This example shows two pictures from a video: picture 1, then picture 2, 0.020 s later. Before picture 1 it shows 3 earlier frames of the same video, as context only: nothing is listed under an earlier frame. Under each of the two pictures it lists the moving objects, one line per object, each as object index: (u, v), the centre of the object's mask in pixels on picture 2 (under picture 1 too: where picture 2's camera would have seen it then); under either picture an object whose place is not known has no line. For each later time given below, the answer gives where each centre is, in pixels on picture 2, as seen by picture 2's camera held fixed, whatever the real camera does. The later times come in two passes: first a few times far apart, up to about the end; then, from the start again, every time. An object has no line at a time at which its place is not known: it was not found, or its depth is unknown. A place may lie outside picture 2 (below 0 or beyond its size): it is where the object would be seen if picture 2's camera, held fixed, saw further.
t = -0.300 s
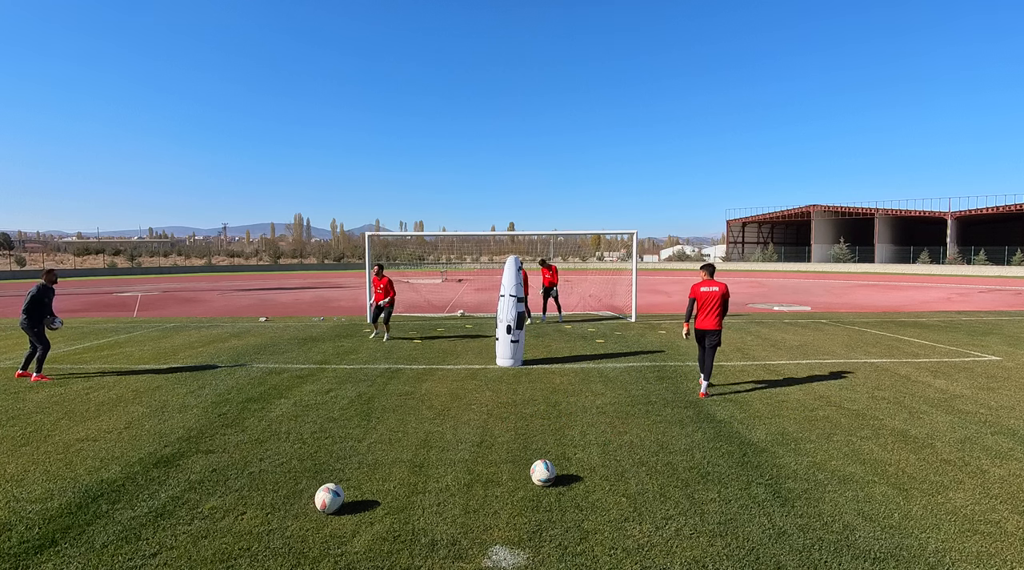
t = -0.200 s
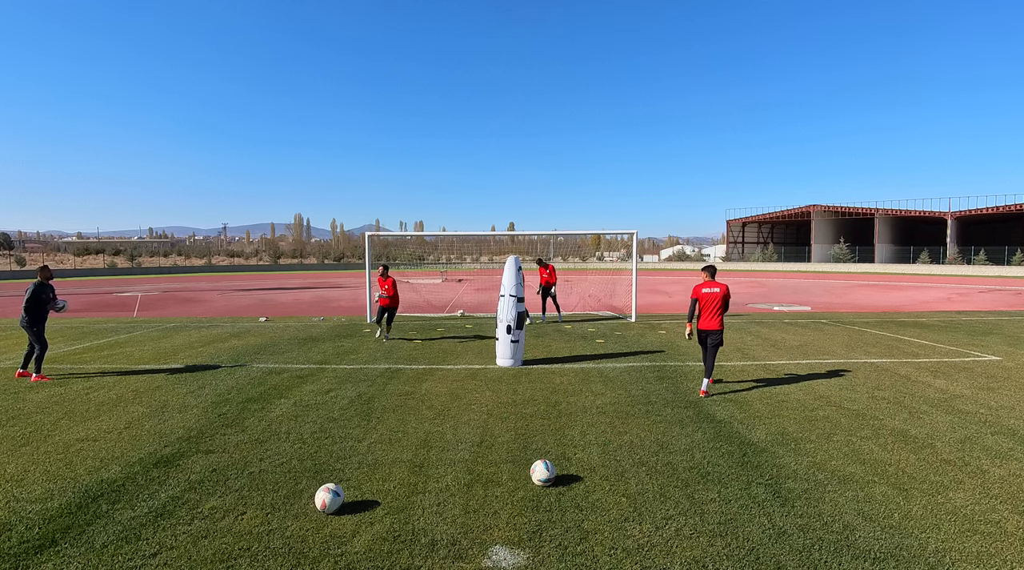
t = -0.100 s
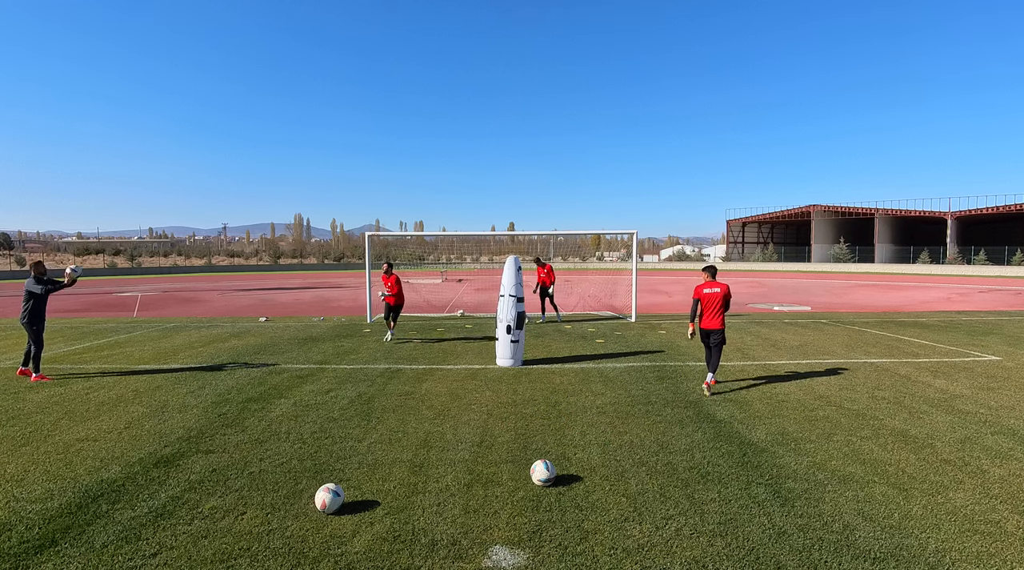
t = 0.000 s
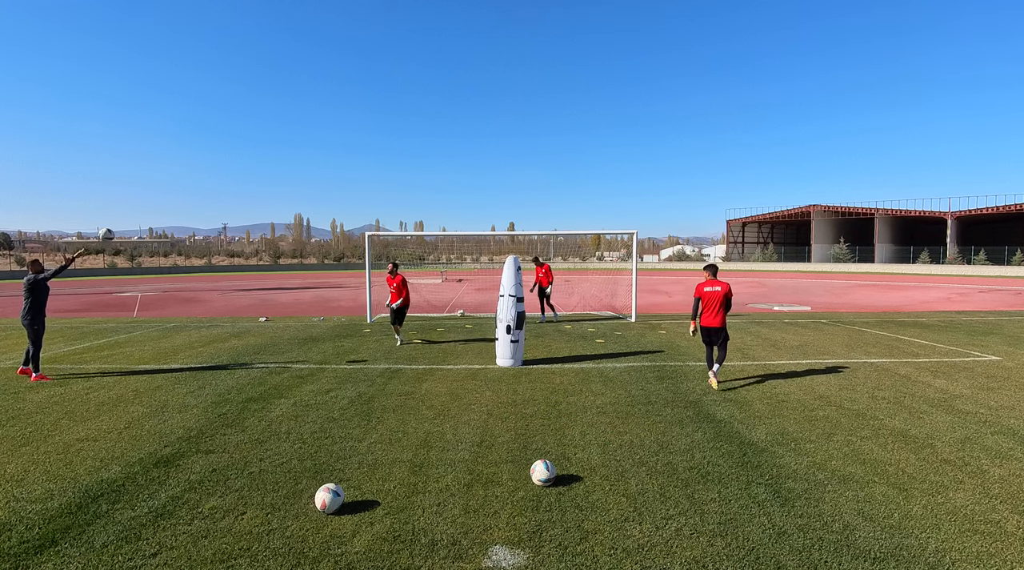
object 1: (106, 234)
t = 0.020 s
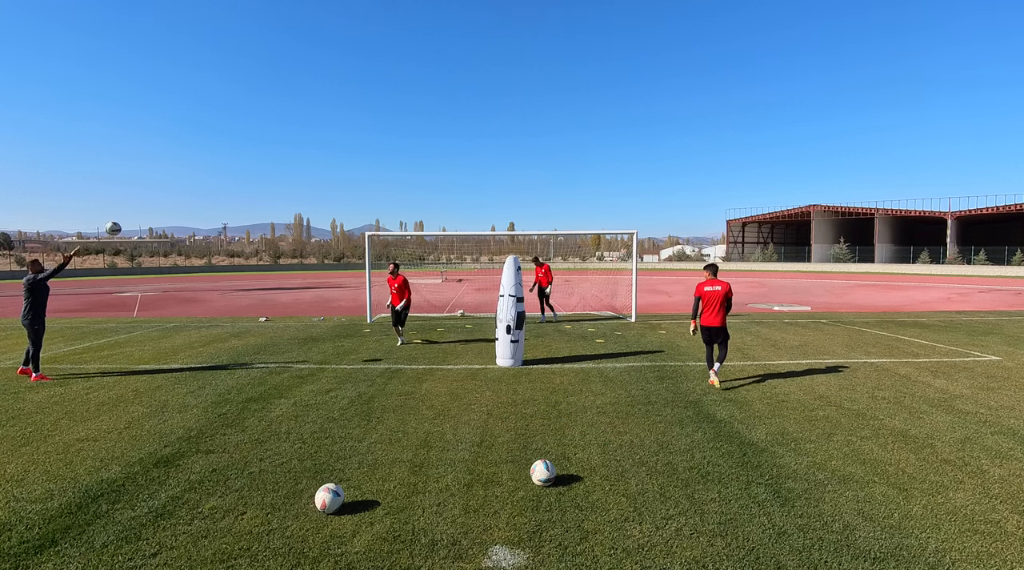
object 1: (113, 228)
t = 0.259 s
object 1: (193, 170)
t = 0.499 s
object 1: (272, 147)
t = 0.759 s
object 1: (356, 163)
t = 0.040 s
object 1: (119, 222)
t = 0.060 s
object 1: (126, 216)
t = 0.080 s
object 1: (133, 210)
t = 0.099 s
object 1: (139, 204)
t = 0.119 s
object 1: (146, 199)
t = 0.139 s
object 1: (152, 194)
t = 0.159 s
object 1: (159, 190)
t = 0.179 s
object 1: (166, 185)
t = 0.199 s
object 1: (172, 181)
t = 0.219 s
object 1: (179, 177)
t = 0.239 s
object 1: (186, 173)
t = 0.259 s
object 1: (193, 170)
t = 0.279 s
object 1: (199, 167)
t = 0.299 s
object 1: (206, 163)
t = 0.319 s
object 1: (212, 161)
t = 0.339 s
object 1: (219, 158)
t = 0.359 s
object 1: (226, 156)
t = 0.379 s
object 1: (232, 154)
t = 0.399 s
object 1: (239, 152)
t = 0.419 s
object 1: (246, 150)
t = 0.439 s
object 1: (252, 149)
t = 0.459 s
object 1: (259, 148)
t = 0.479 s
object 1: (265, 148)
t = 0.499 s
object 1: (272, 147)
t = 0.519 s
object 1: (278, 147)
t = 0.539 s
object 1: (285, 147)
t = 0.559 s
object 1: (291, 147)
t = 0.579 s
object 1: (298, 148)
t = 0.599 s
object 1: (305, 149)
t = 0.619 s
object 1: (311, 150)
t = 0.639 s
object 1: (318, 151)
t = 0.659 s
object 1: (324, 152)
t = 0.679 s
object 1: (331, 154)
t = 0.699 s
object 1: (337, 156)
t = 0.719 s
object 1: (344, 158)
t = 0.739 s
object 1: (350, 160)
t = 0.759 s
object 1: (356, 163)
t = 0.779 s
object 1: (363, 166)
